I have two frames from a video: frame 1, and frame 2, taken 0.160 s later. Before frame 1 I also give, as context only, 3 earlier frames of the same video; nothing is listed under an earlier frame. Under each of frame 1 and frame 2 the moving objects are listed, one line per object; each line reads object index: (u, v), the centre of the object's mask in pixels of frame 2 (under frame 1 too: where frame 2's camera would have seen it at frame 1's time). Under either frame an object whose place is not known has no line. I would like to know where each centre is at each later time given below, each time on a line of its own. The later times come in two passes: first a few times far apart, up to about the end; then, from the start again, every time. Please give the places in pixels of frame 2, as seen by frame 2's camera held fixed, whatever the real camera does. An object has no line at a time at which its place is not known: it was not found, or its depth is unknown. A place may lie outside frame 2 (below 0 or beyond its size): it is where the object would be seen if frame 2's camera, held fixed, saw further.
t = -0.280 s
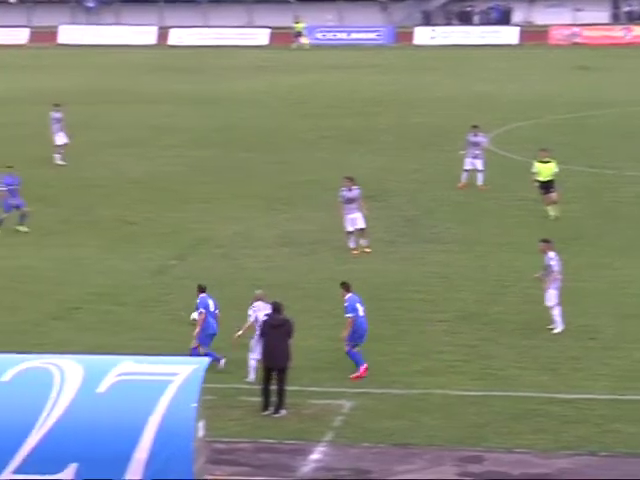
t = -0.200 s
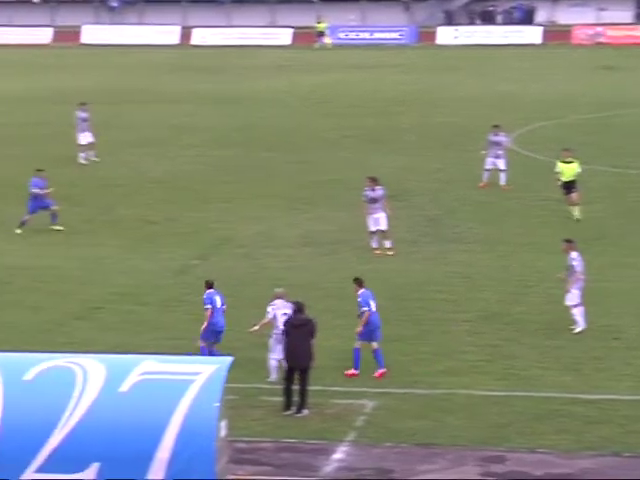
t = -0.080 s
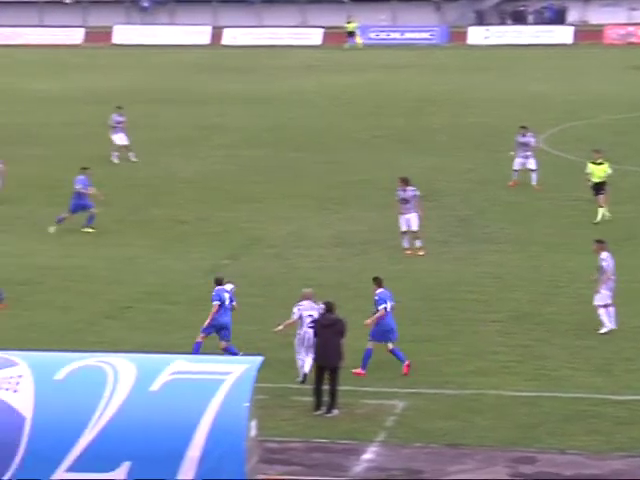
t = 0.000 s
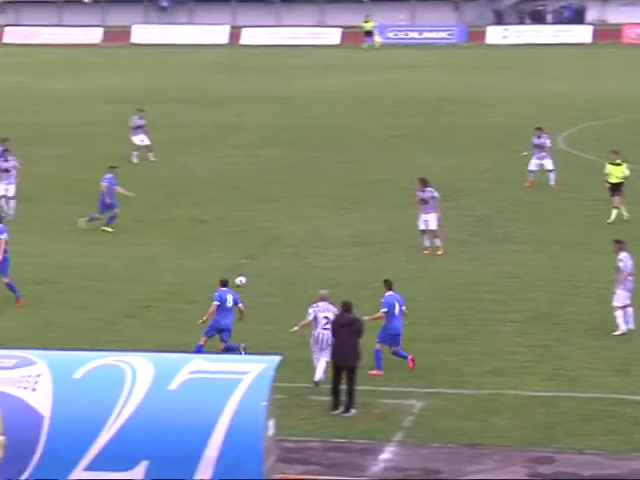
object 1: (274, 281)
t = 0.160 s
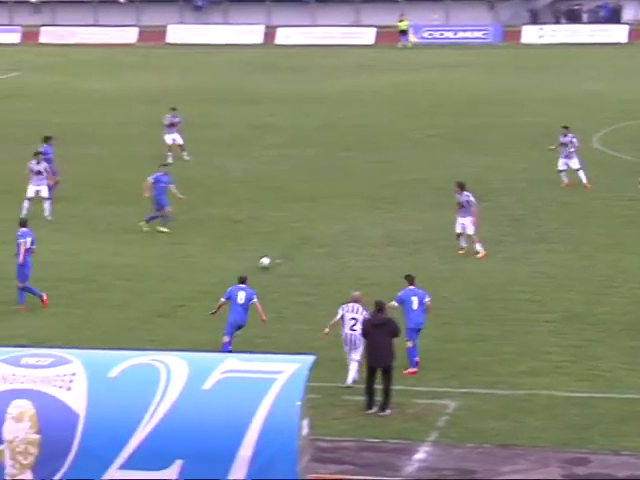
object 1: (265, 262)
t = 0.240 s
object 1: (261, 256)
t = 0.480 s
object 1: (252, 239)
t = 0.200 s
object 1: (263, 259)
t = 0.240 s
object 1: (261, 256)
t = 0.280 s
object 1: (259, 254)
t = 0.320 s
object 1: (257, 251)
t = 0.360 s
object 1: (256, 247)
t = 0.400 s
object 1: (254, 243)
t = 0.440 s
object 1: (253, 241)
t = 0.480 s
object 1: (252, 239)
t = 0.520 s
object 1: (251, 237)
